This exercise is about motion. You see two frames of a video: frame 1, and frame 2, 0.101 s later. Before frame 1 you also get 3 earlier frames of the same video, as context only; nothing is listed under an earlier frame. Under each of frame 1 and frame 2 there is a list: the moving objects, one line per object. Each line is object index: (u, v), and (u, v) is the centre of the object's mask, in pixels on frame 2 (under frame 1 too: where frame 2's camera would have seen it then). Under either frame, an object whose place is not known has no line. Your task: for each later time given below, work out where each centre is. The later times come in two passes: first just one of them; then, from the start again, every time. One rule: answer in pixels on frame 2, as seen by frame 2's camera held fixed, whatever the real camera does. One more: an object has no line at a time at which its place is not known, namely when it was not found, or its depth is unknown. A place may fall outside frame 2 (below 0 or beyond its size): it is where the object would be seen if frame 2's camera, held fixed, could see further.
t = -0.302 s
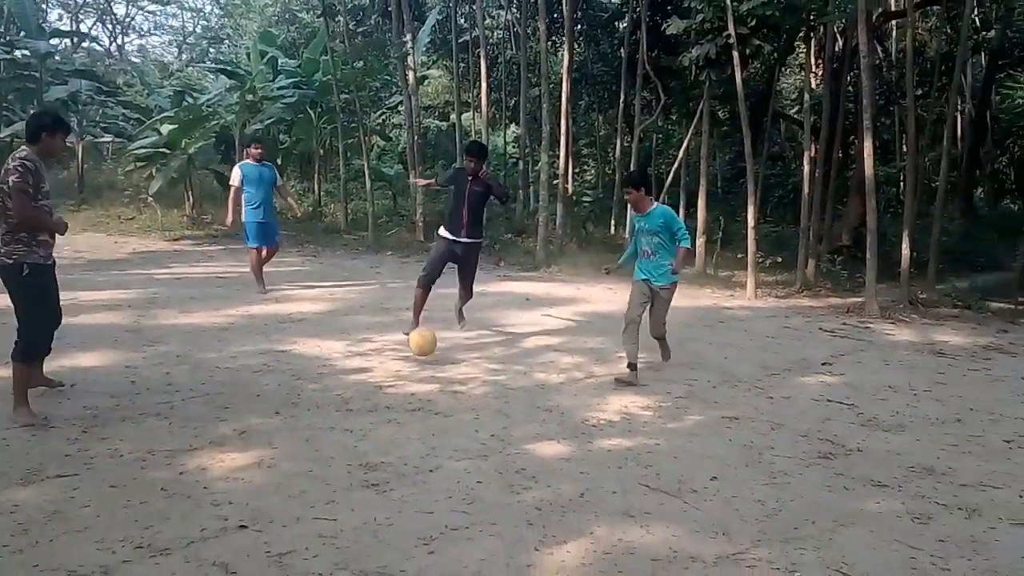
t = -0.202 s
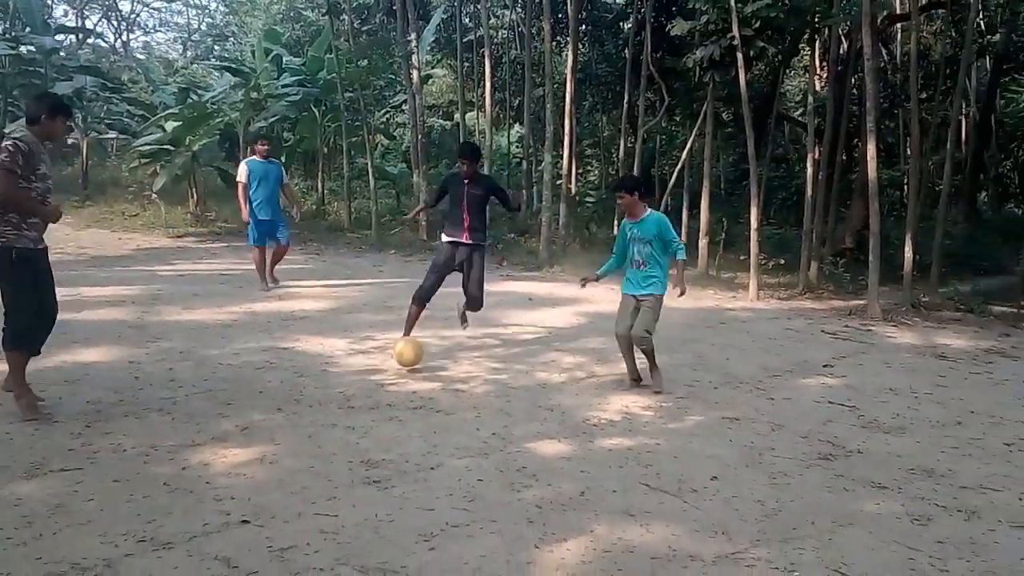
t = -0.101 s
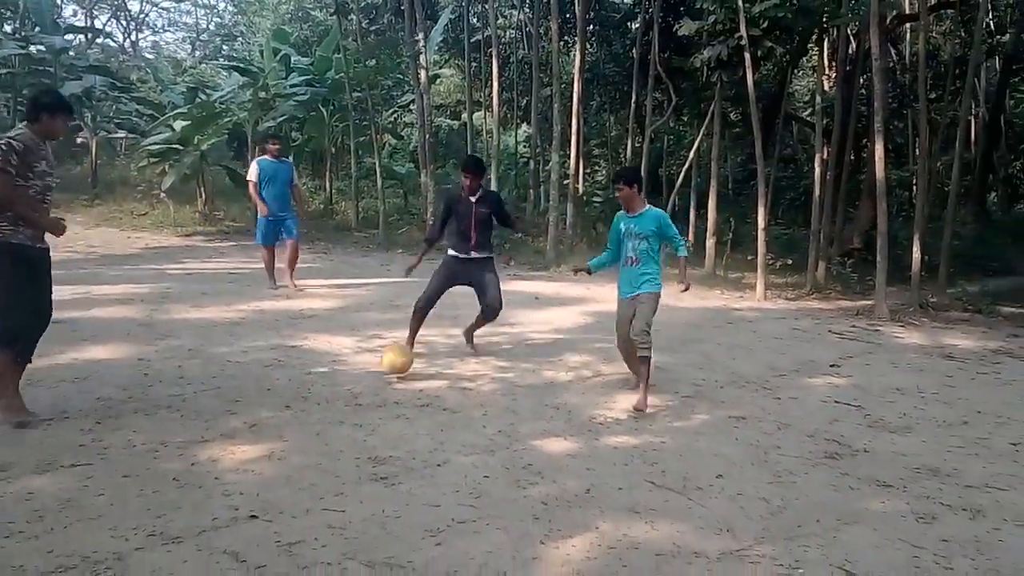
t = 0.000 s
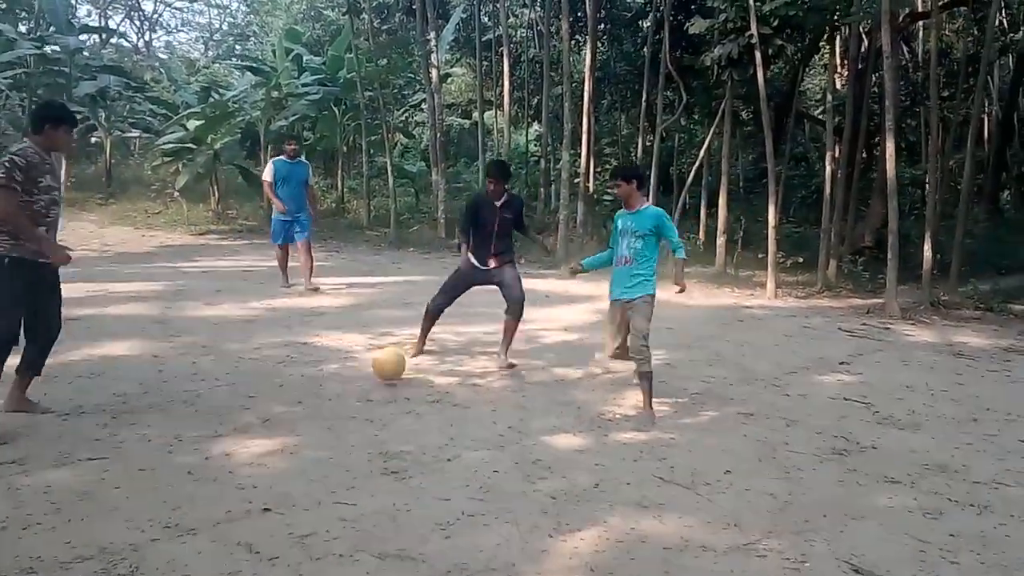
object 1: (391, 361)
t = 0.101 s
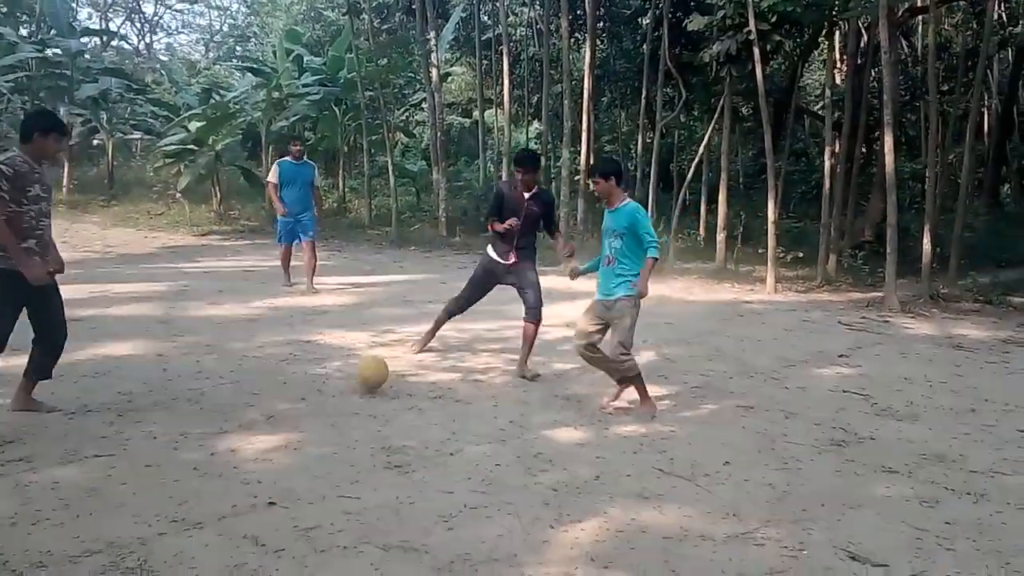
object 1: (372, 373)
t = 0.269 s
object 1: (334, 393)
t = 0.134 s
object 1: (364, 374)
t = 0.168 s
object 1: (357, 376)
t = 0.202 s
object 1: (349, 381)
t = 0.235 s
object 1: (343, 386)
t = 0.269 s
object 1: (334, 393)
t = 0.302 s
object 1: (325, 395)
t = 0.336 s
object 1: (319, 396)
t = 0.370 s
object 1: (310, 398)
